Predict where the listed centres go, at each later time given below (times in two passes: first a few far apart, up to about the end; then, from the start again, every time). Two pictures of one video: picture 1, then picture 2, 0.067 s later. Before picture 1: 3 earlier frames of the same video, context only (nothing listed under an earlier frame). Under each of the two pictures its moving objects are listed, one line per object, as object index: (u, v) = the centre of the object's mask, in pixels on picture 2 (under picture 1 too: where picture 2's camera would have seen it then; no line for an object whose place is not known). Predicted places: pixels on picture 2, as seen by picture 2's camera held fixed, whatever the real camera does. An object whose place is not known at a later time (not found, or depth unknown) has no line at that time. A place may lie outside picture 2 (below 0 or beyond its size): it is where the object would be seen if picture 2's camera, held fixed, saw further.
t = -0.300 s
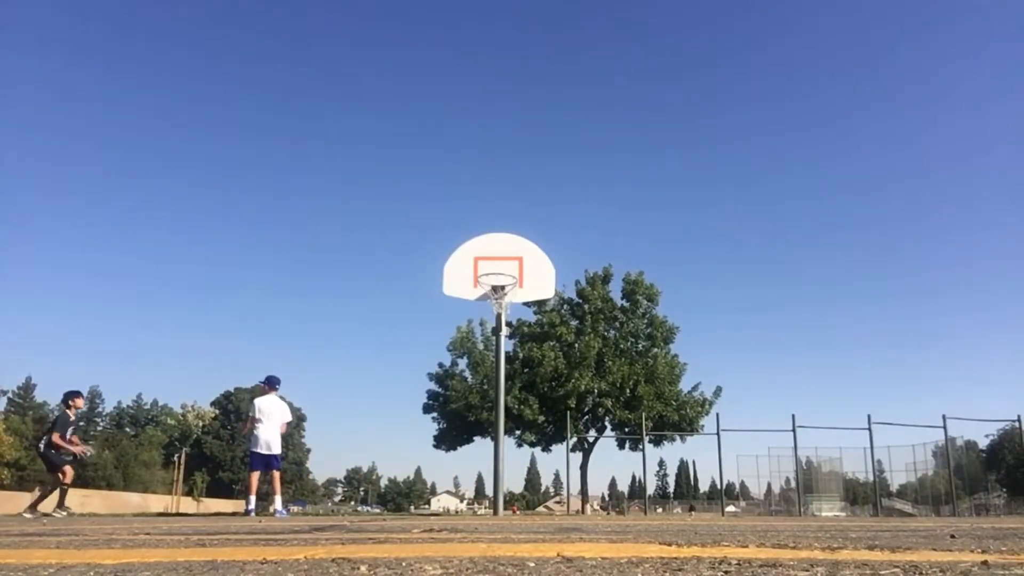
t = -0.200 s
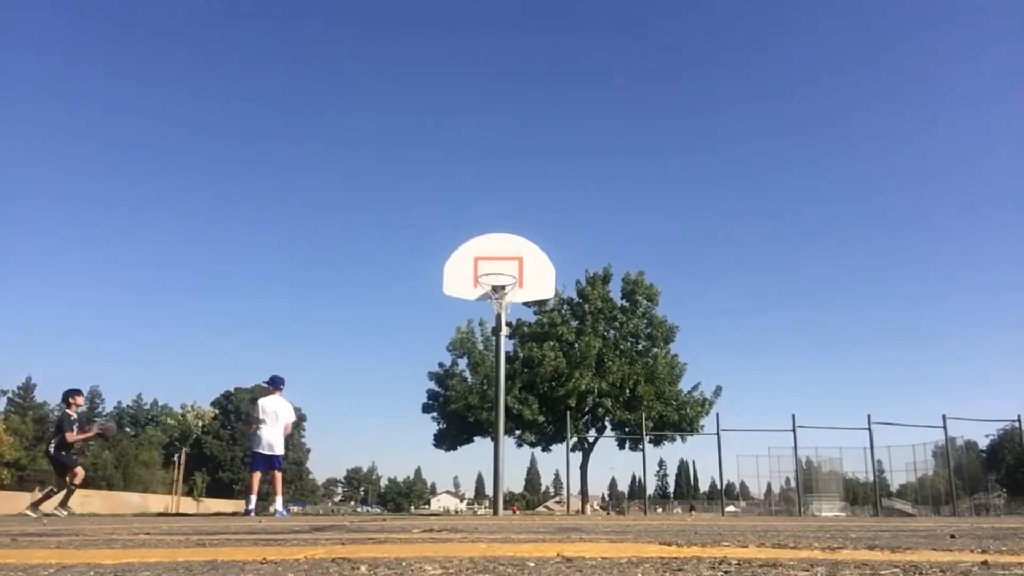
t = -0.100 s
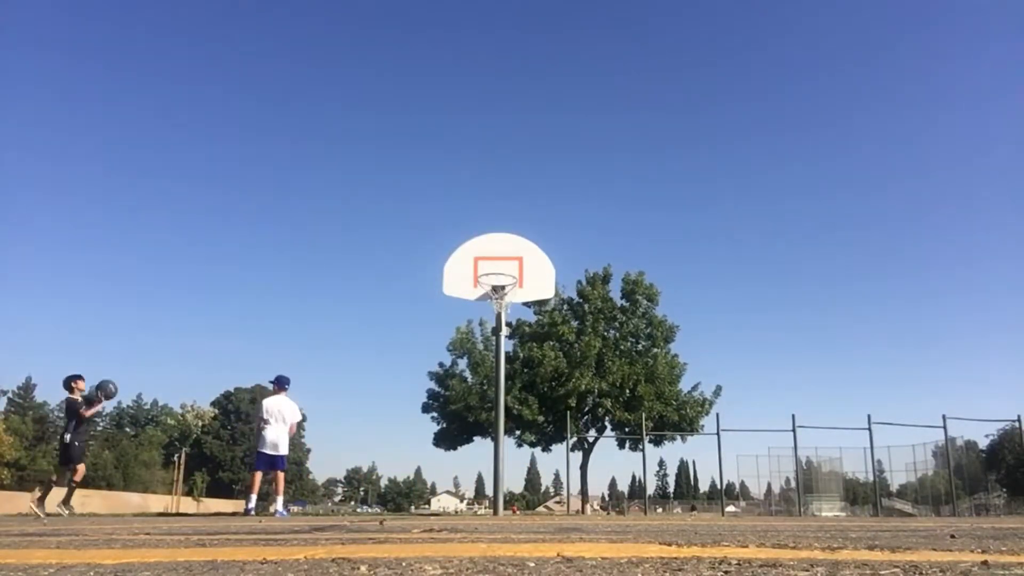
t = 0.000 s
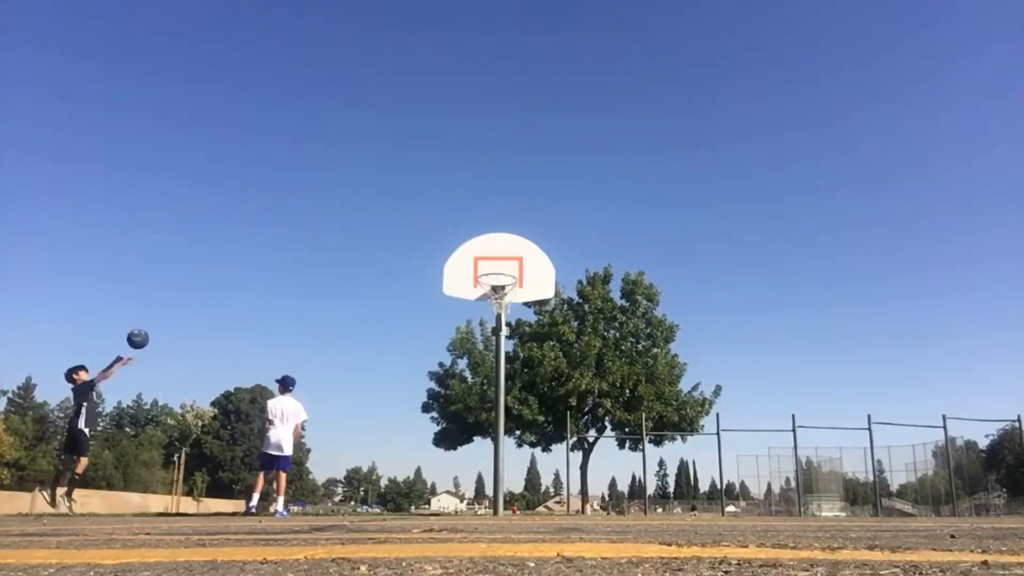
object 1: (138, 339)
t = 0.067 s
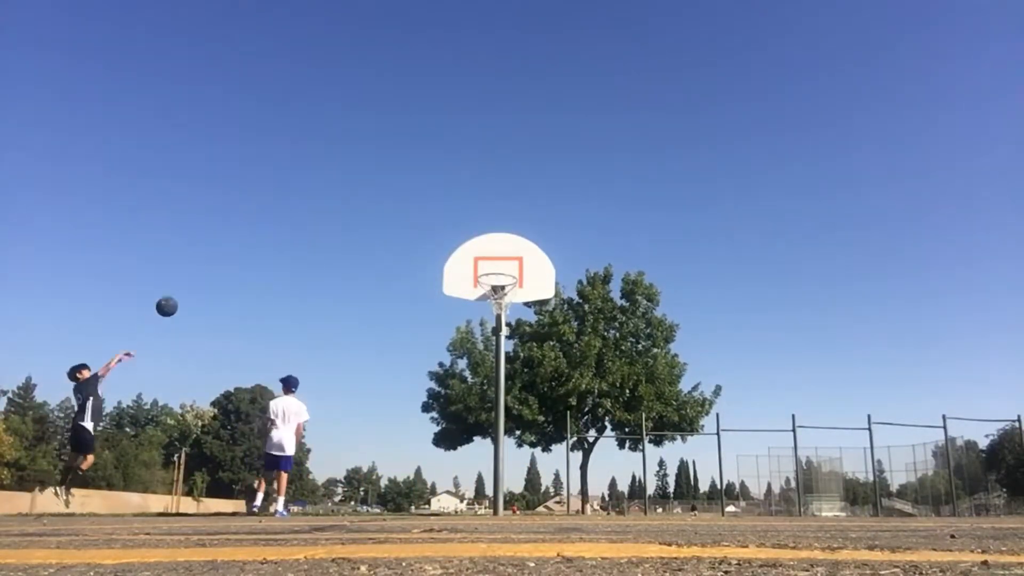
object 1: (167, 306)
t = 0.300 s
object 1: (261, 229)
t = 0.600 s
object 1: (370, 200)
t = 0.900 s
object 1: (470, 239)
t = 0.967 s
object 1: (492, 257)
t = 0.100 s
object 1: (181, 292)
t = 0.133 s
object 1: (195, 279)
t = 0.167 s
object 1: (208, 267)
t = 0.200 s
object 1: (222, 256)
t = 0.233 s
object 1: (235, 246)
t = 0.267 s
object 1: (248, 237)
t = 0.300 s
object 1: (261, 229)
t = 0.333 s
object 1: (274, 223)
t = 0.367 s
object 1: (286, 217)
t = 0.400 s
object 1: (298, 212)
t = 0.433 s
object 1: (311, 207)
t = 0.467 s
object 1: (323, 205)
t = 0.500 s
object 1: (335, 202)
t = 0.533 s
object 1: (347, 200)
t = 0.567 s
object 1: (358, 199)
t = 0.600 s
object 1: (370, 200)
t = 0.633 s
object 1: (381, 200)
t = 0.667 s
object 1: (393, 202)
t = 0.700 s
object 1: (404, 205)
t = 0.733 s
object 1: (415, 209)
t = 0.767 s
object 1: (426, 213)
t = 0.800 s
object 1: (437, 218)
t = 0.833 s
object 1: (448, 224)
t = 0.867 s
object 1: (459, 231)
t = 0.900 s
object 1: (470, 239)
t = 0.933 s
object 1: (482, 247)
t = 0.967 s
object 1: (492, 257)
